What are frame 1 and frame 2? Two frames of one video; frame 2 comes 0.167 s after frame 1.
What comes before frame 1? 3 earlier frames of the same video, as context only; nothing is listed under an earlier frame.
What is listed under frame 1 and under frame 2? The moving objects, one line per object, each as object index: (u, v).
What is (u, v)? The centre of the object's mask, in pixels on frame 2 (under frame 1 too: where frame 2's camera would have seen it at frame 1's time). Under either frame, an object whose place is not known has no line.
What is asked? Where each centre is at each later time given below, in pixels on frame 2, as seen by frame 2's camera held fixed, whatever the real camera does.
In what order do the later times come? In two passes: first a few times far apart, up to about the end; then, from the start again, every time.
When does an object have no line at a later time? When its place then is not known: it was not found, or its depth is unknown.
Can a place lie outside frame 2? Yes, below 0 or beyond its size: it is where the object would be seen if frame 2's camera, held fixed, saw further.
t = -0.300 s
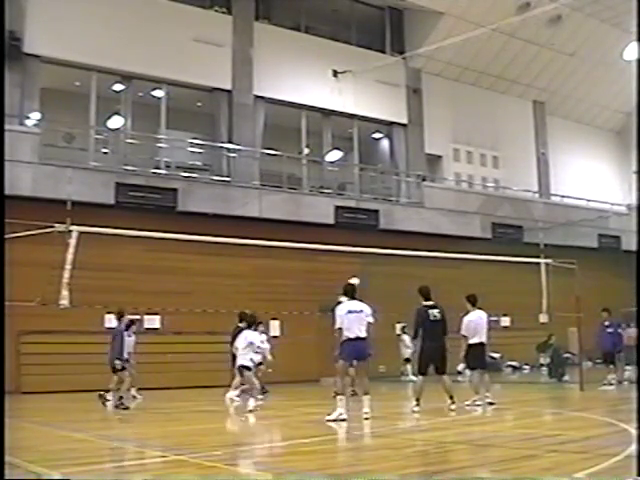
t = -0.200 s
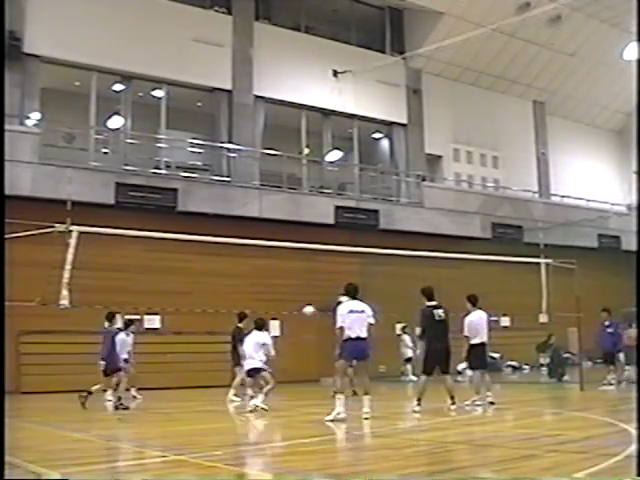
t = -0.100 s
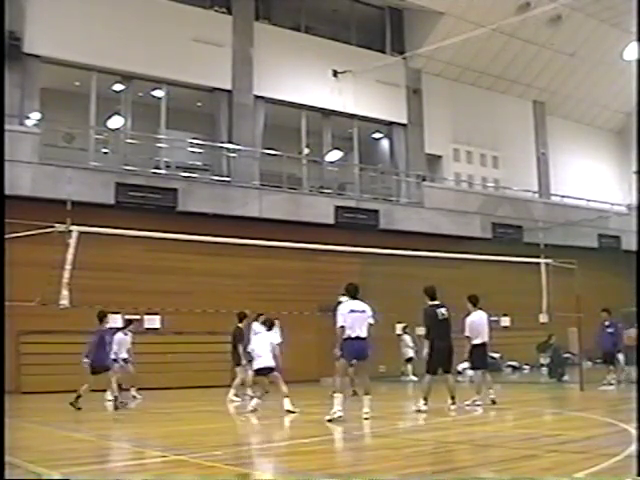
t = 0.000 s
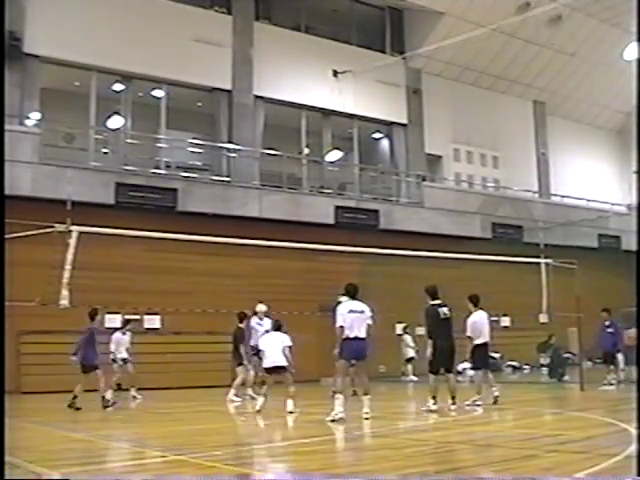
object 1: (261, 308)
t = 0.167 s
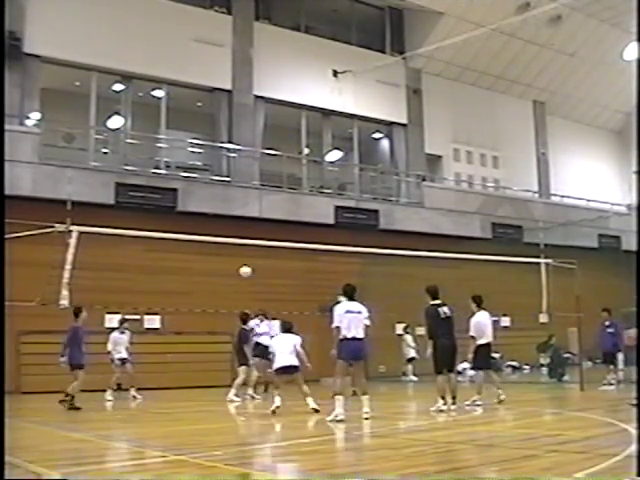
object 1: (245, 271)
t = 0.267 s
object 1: (235, 254)
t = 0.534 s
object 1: (207, 231)
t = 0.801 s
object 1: (174, 246)
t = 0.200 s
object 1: (242, 265)
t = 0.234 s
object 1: (239, 259)
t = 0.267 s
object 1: (235, 254)
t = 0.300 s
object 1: (232, 250)
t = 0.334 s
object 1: (229, 246)
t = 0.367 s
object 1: (225, 242)
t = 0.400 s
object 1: (221, 239)
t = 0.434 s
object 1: (218, 236)
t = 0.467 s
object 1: (214, 232)
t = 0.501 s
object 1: (211, 232)
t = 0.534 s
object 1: (207, 231)
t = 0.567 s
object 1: (203, 231)
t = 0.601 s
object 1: (199, 231)
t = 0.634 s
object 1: (195, 231)
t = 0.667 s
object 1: (190, 233)
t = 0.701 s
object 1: (187, 236)
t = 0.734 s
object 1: (182, 239)
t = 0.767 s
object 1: (178, 242)
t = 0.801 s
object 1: (174, 246)
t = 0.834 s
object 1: (169, 251)
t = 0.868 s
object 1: (164, 257)
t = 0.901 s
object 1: (160, 263)
